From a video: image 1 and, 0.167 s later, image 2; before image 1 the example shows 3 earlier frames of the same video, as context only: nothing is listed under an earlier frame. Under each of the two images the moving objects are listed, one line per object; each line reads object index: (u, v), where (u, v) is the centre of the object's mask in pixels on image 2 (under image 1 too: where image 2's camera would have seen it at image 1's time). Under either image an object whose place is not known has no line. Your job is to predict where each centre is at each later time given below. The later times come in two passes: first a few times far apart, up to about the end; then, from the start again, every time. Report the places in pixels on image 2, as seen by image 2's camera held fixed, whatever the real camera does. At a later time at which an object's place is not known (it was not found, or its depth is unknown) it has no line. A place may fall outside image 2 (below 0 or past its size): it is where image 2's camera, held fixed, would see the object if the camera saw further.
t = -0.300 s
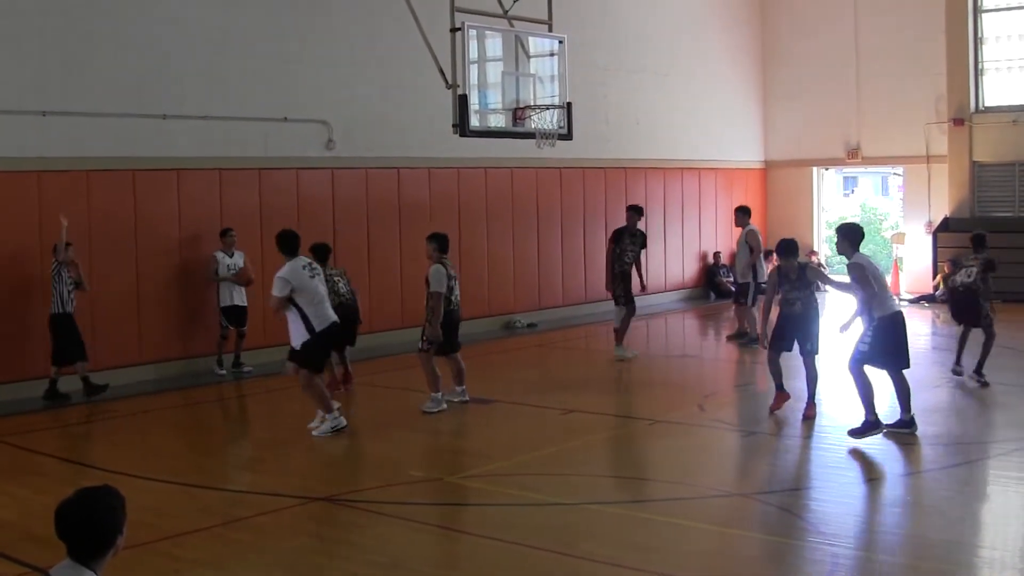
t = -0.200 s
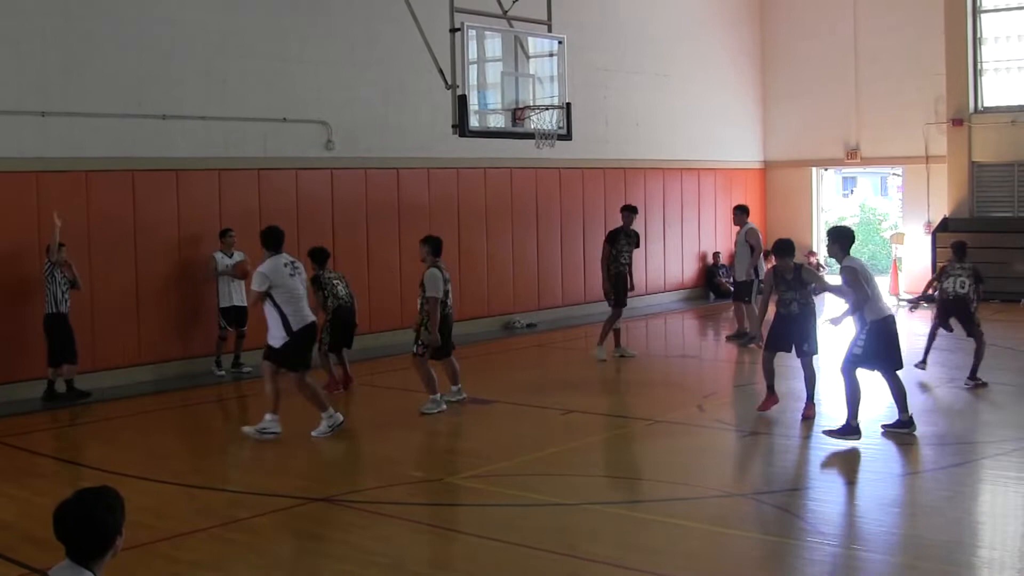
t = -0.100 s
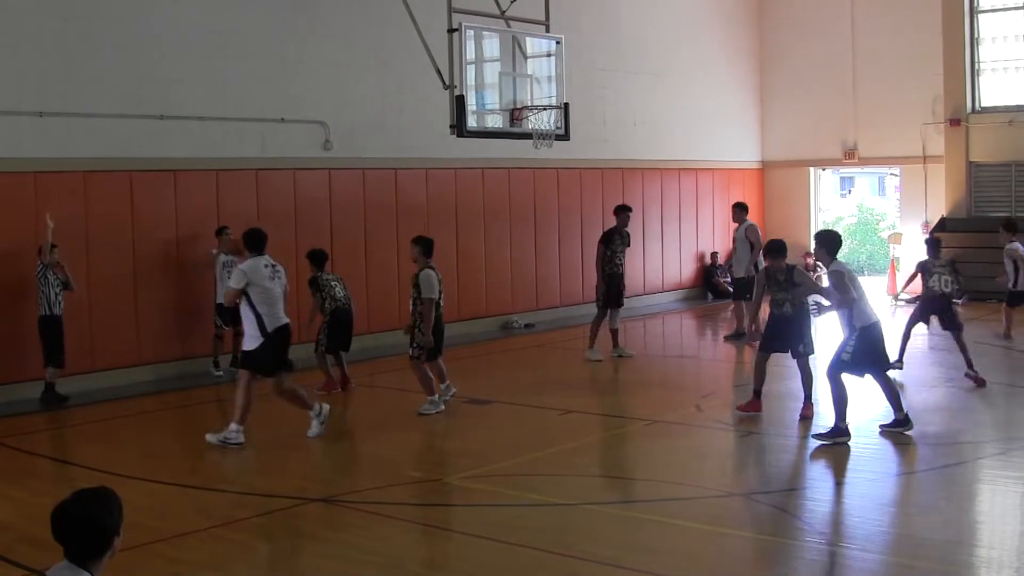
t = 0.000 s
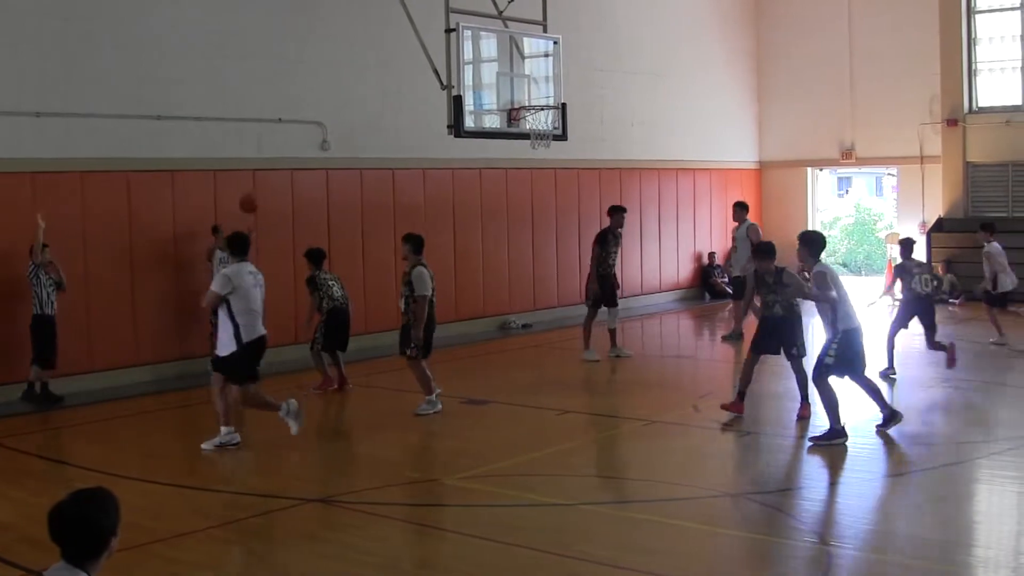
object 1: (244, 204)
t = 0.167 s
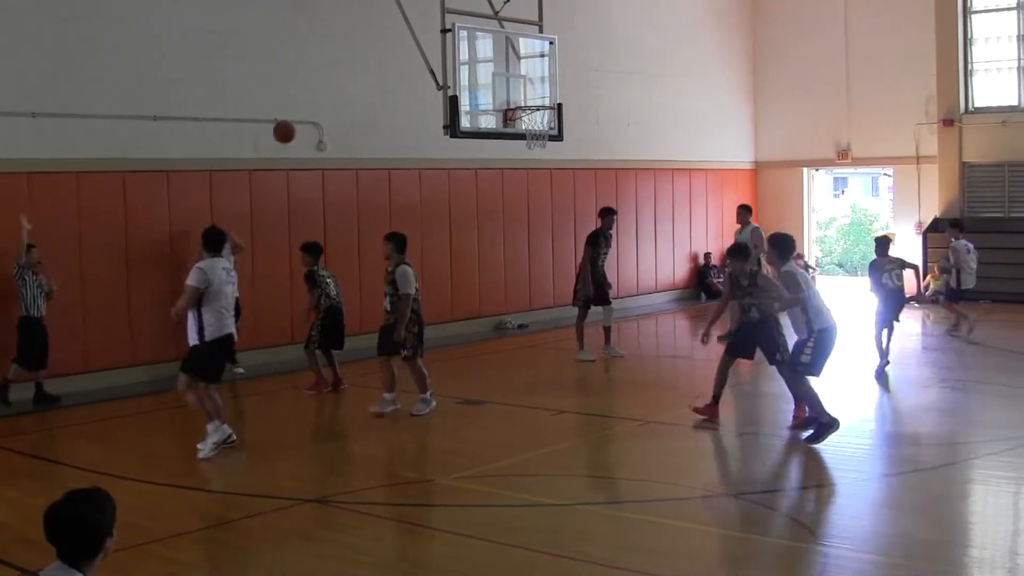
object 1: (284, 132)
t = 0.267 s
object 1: (311, 97)
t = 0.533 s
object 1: (395, 40)
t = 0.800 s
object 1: (505, 61)
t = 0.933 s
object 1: (575, 114)
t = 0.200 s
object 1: (293, 119)
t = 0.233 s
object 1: (301, 108)
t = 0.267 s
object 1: (311, 97)
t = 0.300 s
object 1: (321, 86)
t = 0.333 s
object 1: (330, 77)
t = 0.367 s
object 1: (340, 68)
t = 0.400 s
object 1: (351, 61)
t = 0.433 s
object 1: (361, 54)
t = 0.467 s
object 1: (373, 48)
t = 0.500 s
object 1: (384, 44)
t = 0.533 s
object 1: (395, 40)
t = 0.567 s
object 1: (408, 38)
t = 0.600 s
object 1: (420, 37)
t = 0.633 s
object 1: (433, 37)
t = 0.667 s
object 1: (447, 38)
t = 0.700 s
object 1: (461, 42)
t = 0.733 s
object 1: (475, 46)
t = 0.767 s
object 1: (490, 53)
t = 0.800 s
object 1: (505, 61)
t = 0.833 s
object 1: (522, 71)
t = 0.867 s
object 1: (538, 83)
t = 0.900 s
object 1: (556, 97)
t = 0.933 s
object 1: (575, 114)
